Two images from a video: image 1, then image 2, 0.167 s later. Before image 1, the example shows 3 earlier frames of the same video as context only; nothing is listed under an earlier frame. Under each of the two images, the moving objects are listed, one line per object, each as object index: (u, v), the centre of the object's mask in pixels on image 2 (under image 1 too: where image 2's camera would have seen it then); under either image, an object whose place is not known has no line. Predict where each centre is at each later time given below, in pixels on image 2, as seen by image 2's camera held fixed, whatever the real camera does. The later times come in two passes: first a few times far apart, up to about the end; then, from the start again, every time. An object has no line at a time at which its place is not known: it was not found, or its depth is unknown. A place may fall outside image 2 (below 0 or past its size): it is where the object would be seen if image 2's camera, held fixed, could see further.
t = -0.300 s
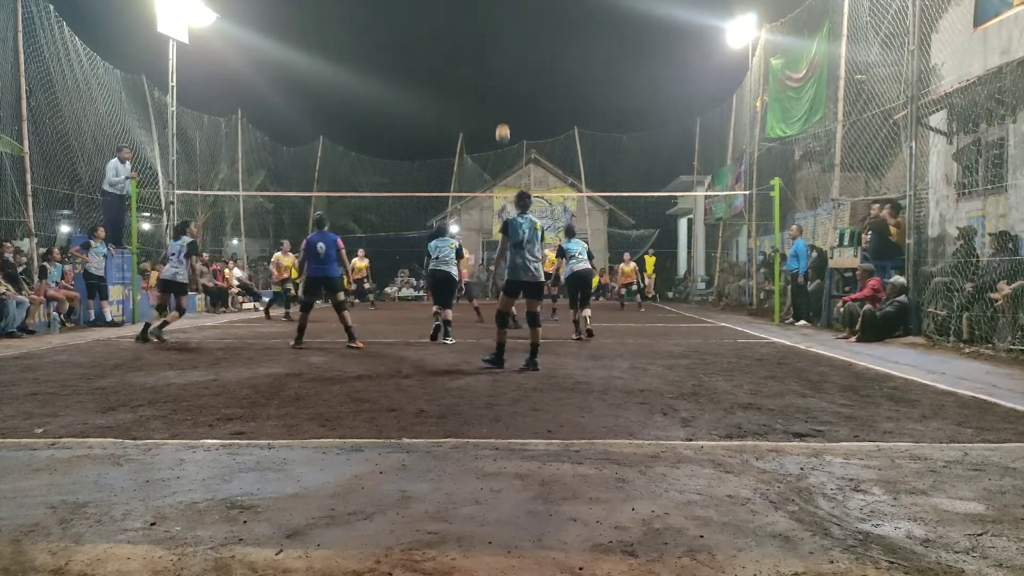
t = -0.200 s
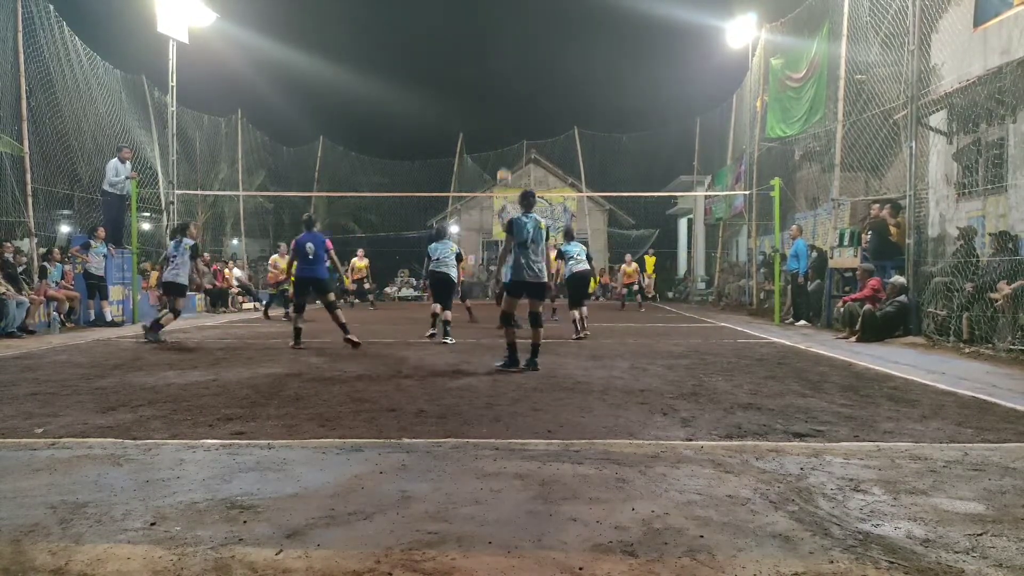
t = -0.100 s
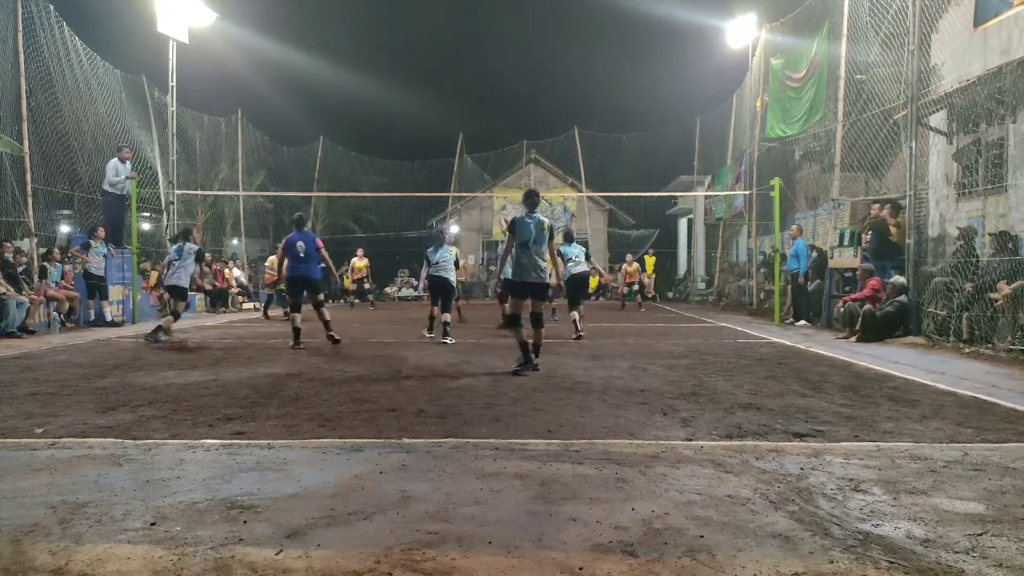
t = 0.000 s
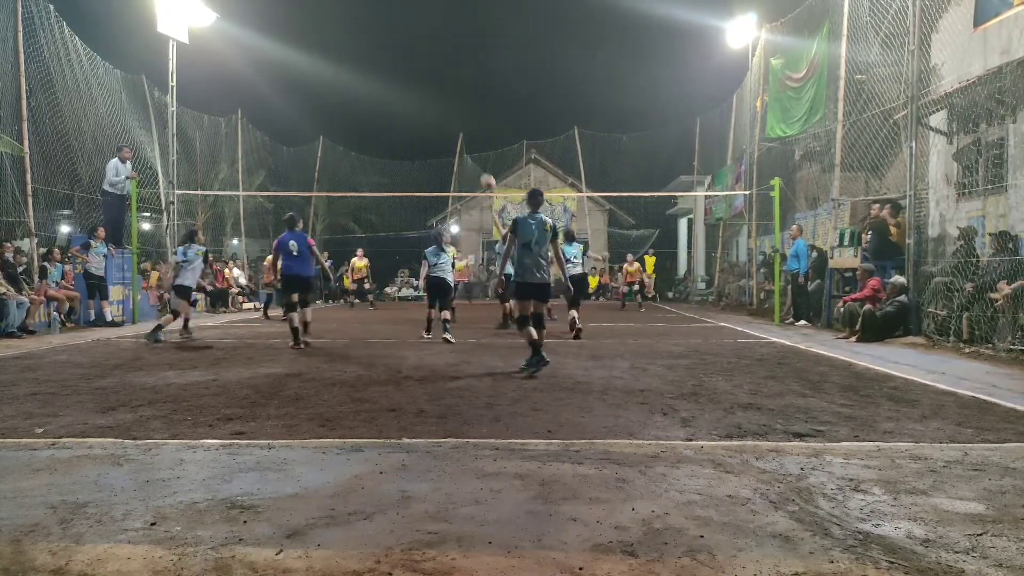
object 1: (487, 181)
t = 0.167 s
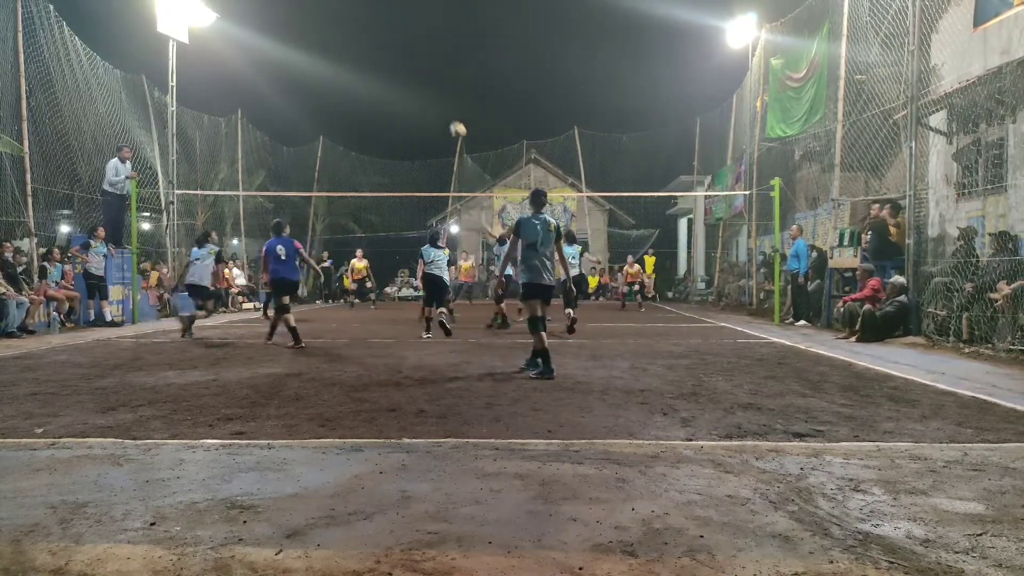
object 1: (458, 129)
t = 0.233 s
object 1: (446, 113)
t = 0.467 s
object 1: (405, 80)
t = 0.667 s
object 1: (370, 78)
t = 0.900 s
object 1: (330, 109)
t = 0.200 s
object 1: (452, 121)
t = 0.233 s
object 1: (446, 113)
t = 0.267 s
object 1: (440, 106)
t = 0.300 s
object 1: (434, 100)
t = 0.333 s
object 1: (428, 94)
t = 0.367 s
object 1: (422, 90)
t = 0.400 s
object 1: (417, 86)
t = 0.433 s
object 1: (411, 82)
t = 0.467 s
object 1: (405, 80)
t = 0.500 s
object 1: (399, 77)
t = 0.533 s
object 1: (393, 76)
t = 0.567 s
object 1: (387, 76)
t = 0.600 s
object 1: (381, 76)
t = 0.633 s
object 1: (376, 76)
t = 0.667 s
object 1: (370, 78)
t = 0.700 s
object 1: (364, 80)
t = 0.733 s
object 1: (359, 83)
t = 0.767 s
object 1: (353, 87)
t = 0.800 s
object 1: (347, 91)
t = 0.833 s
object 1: (341, 96)
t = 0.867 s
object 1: (336, 102)
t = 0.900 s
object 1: (330, 109)
